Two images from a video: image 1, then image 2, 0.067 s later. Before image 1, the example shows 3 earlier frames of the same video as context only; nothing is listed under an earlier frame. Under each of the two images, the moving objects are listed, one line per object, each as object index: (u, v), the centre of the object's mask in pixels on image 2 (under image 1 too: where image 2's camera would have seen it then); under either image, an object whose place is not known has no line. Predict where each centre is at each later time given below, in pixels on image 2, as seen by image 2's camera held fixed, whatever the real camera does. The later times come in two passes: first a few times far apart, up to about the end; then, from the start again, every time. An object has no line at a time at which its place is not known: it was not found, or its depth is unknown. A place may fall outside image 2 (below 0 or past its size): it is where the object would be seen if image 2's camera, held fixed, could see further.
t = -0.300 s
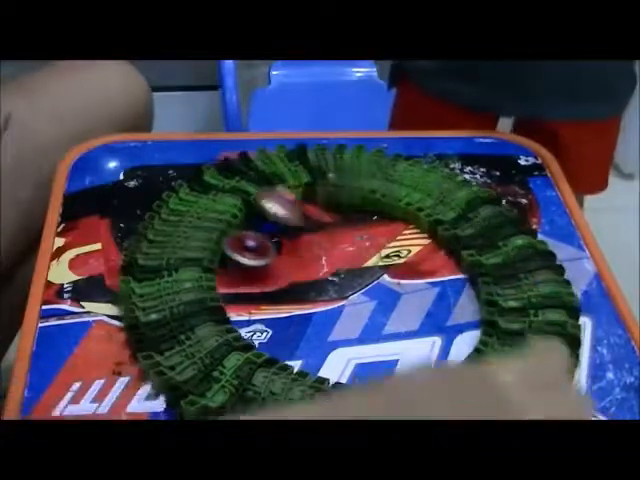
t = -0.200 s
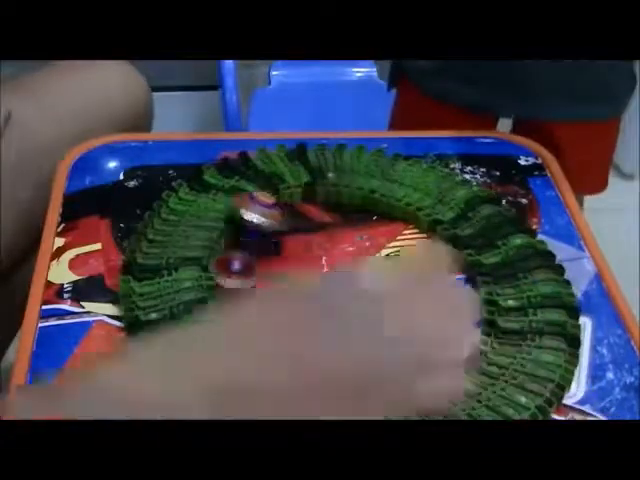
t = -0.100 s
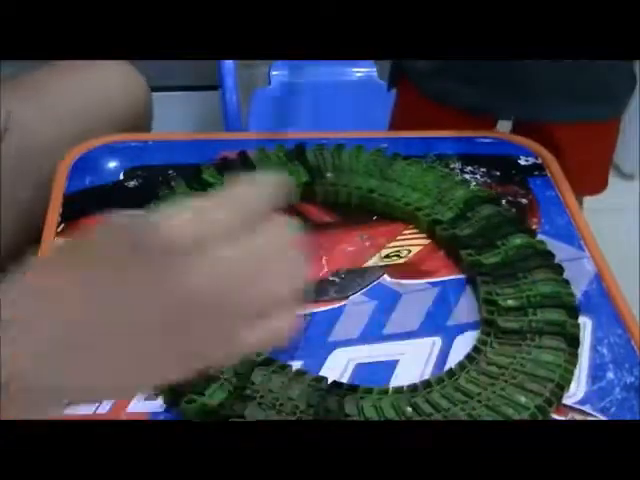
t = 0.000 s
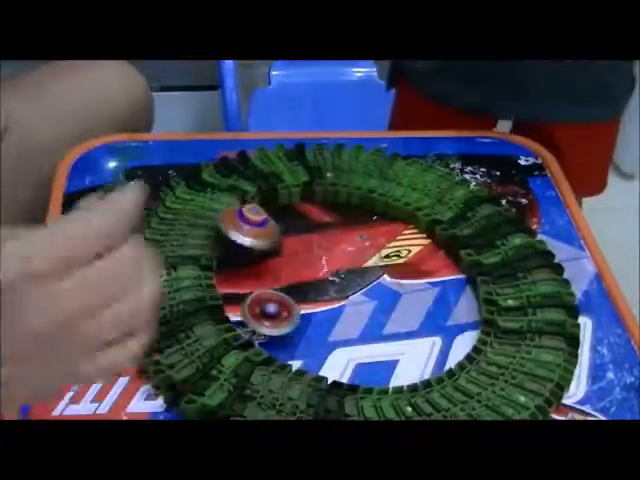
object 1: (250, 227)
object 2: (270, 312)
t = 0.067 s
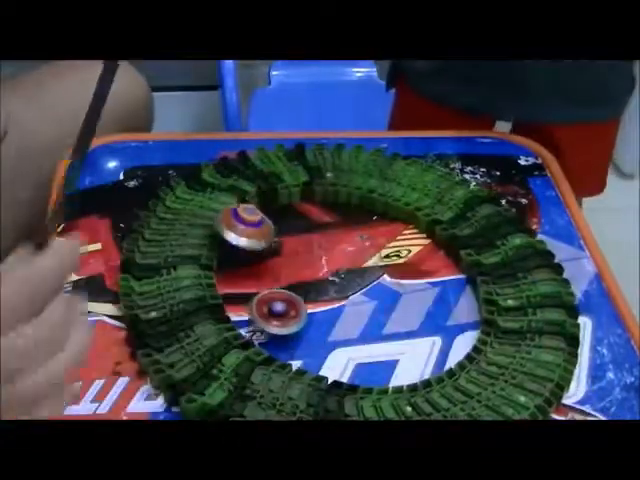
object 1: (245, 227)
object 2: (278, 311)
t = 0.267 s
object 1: (240, 227)
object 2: (305, 308)
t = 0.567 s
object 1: (290, 211)
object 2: (347, 306)
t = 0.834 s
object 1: (329, 207)
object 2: (379, 306)
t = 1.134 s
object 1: (359, 213)
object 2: (407, 311)
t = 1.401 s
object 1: (365, 239)
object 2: (418, 323)
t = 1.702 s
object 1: (327, 280)
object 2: (416, 335)
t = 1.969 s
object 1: (299, 297)
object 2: (402, 343)
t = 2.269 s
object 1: (272, 292)
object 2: (380, 341)
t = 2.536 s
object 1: (253, 270)
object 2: (365, 331)
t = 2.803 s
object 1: (248, 241)
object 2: (360, 316)
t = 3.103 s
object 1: (266, 213)
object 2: (366, 295)
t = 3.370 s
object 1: (301, 197)
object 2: (378, 278)
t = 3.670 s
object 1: (351, 191)
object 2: (393, 264)
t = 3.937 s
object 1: (389, 202)
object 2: (406, 259)
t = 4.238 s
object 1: (412, 216)
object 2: (406, 316)
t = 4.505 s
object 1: (415, 219)
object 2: (392, 362)
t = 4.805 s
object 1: (394, 234)
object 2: (397, 336)
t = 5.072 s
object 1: (349, 254)
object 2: (413, 320)
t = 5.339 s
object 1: (314, 286)
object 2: (438, 314)
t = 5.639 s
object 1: (309, 311)
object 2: (455, 313)
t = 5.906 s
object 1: (316, 311)
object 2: (440, 306)
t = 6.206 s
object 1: (344, 279)
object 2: (425, 292)
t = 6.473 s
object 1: (336, 233)
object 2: (423, 277)
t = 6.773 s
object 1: (303, 208)
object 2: (432, 263)
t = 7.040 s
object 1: (294, 205)
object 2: (435, 259)
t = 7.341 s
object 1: (301, 224)
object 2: (419, 256)
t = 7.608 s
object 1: (332, 258)
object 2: (404, 251)
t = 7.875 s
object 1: (386, 277)
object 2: (393, 242)
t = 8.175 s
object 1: (420, 280)
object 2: (389, 230)
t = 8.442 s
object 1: (419, 275)
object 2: (392, 226)
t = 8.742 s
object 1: (379, 260)
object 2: (398, 227)
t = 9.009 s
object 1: (312, 253)
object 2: (396, 231)
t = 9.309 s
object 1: (263, 266)
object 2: (382, 235)
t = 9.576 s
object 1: (268, 278)
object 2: (366, 234)
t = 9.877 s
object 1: (325, 275)
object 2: (349, 228)
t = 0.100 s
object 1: (244, 228)
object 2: (282, 311)
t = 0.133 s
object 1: (244, 230)
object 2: (286, 310)
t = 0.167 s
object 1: (243, 230)
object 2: (291, 310)
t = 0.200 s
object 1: (242, 230)
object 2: (295, 309)
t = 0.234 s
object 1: (241, 229)
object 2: (300, 309)
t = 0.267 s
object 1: (240, 227)
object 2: (305, 308)
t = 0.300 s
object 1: (239, 224)
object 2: (309, 309)
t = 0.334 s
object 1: (246, 221)
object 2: (313, 308)
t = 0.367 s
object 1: (253, 220)
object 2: (319, 308)
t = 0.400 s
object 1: (259, 217)
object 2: (324, 307)
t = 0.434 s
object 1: (266, 216)
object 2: (328, 307)
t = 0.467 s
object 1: (272, 214)
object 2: (333, 307)
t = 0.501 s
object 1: (278, 213)
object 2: (338, 307)
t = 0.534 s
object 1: (285, 212)
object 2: (342, 306)
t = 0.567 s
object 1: (290, 211)
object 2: (347, 306)
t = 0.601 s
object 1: (296, 210)
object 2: (352, 306)
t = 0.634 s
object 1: (302, 209)
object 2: (356, 305)
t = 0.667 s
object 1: (307, 209)
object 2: (359, 305)
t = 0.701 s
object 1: (312, 209)
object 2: (363, 306)
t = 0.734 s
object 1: (316, 208)
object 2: (367, 305)
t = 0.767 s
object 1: (321, 208)
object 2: (371, 305)
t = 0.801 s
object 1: (325, 207)
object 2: (375, 305)
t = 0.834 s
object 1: (329, 207)
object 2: (379, 306)
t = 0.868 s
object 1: (333, 206)
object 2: (383, 306)
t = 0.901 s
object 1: (337, 207)
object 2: (386, 306)
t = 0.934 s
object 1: (341, 207)
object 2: (389, 307)
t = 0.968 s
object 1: (344, 207)
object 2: (394, 307)
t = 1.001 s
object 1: (348, 207)
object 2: (397, 308)
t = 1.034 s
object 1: (351, 209)
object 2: (400, 308)
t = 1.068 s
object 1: (353, 210)
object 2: (402, 309)
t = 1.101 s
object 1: (356, 212)
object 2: (405, 310)
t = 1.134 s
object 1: (359, 213)
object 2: (407, 311)
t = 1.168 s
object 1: (361, 215)
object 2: (409, 313)
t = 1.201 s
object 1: (362, 217)
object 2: (411, 314)
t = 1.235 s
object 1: (364, 220)
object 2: (412, 315)
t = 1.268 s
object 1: (365, 223)
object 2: (414, 316)
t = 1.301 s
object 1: (367, 226)
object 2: (415, 318)
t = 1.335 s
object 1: (367, 230)
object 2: (416, 319)
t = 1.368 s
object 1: (367, 234)
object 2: (417, 321)
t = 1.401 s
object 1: (365, 239)
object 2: (418, 323)
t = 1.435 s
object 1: (363, 243)
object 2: (418, 324)
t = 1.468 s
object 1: (360, 248)
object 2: (419, 326)
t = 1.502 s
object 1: (355, 253)
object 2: (418, 327)
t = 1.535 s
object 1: (352, 257)
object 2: (418, 328)
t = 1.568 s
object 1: (349, 262)
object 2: (418, 330)
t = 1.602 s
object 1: (344, 267)
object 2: (418, 332)
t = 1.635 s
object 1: (339, 272)
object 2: (417, 333)
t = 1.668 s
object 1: (333, 277)
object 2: (417, 334)
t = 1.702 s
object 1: (327, 280)
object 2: (416, 335)
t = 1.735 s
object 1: (322, 284)
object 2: (414, 336)
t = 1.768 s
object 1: (319, 288)
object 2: (413, 338)
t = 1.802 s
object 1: (317, 289)
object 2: (412, 339)
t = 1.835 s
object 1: (312, 292)
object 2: (411, 340)
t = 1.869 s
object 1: (308, 294)
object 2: (408, 341)
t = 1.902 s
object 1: (304, 296)
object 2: (407, 341)
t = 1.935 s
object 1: (302, 297)
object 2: (405, 342)
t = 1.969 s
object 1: (299, 297)
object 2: (402, 343)
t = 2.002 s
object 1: (294, 298)
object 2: (400, 343)
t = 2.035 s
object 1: (291, 299)
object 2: (398, 344)
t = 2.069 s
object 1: (288, 298)
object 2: (395, 344)
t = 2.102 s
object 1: (285, 298)
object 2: (393, 344)
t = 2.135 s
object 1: (282, 297)
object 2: (390, 344)
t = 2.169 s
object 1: (280, 297)
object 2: (387, 343)
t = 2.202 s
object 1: (277, 296)
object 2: (385, 343)
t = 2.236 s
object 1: (274, 293)
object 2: (382, 342)
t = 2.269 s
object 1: (272, 292)
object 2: (380, 341)
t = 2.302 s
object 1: (268, 290)
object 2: (377, 341)
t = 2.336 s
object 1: (266, 287)
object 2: (375, 341)
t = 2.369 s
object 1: (263, 285)
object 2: (373, 339)
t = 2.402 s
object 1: (261, 282)
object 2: (371, 338)
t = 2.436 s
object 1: (259, 280)
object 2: (369, 336)
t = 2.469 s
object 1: (257, 277)
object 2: (367, 335)
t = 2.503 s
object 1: (255, 273)
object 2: (365, 333)
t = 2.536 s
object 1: (253, 270)
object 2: (365, 331)
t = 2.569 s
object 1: (252, 267)
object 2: (363, 330)
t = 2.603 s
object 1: (250, 263)
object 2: (362, 328)
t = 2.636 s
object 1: (248, 259)
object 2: (362, 326)
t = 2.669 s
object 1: (247, 255)
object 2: (361, 324)
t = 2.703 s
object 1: (247, 251)
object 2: (361, 322)
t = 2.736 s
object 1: (248, 248)
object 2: (360, 320)
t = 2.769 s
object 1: (248, 244)
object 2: (360, 318)
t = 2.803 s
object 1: (248, 241)
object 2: (360, 316)
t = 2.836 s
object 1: (249, 237)
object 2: (360, 315)
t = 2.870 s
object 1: (249, 234)
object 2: (360, 313)
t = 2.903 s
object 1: (251, 231)
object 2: (361, 309)
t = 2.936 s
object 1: (253, 228)
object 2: (361, 307)
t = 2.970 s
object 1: (255, 224)
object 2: (362, 306)
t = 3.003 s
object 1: (257, 222)
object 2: (363, 302)
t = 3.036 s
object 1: (260, 218)
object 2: (364, 300)
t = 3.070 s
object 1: (262, 216)
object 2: (365, 298)
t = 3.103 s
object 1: (266, 213)
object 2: (366, 295)
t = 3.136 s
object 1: (269, 211)
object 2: (368, 293)
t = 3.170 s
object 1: (273, 209)
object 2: (370, 289)
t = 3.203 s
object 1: (276, 207)
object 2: (371, 287)
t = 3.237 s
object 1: (282, 204)
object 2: (373, 286)
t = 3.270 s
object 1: (287, 202)
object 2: (374, 283)
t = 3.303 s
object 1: (292, 201)
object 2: (376, 281)
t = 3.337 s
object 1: (295, 199)
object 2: (377, 280)
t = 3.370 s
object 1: (301, 197)
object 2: (378, 278)
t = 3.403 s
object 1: (307, 195)
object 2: (379, 276)
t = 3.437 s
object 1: (312, 194)
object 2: (381, 274)
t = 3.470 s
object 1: (319, 192)
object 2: (384, 272)
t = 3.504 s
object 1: (324, 191)
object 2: (385, 271)
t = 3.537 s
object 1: (330, 190)
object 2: (387, 269)
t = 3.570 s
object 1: (336, 188)
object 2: (388, 267)
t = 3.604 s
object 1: (342, 188)
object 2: (390, 266)
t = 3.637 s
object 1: (347, 190)
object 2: (391, 265)
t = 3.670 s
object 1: (351, 191)
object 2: (393, 264)
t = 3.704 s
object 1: (356, 192)
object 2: (394, 263)
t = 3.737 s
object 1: (362, 194)
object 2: (396, 262)
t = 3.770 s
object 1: (368, 195)
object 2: (398, 261)
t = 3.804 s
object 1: (374, 197)
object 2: (400, 260)
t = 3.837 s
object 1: (380, 197)
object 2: (402, 260)
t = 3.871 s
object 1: (384, 198)
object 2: (403, 260)
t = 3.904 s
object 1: (388, 200)
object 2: (405, 259)
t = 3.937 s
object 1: (389, 202)
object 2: (406, 259)
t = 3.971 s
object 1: (393, 204)
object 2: (407, 259)
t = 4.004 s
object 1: (396, 207)
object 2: (408, 259)
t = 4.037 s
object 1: (398, 209)
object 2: (410, 259)
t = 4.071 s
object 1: (401, 211)
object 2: (411, 259)
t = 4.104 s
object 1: (403, 214)
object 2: (413, 259)
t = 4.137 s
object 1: (405, 216)
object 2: (414, 260)
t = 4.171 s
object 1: (407, 216)
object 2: (415, 276)
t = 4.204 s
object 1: (408, 216)
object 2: (409, 302)
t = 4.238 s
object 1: (412, 216)
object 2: (406, 316)
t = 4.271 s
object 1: (413, 216)
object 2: (401, 329)
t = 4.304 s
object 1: (415, 216)
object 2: (398, 344)
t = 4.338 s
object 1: (415, 215)
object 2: (397, 357)
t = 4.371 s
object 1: (416, 216)
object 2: (394, 363)
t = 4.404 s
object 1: (416, 217)
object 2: (393, 365)
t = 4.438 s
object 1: (416, 218)
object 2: (392, 365)
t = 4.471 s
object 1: (416, 218)
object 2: (392, 364)
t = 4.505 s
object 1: (415, 219)
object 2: (392, 362)
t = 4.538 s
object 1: (414, 220)
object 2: (393, 357)
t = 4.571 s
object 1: (413, 221)
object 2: (394, 352)
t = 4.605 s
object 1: (412, 222)
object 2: (394, 348)
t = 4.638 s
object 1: (411, 224)
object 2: (394, 346)
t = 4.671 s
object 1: (408, 225)
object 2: (394, 344)
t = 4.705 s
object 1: (405, 227)
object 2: (394, 342)
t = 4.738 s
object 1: (401, 229)
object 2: (394, 340)
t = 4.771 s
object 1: (398, 231)
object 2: (396, 338)
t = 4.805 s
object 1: (394, 234)
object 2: (397, 336)
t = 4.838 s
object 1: (389, 236)
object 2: (399, 334)
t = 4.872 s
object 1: (384, 238)
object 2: (400, 330)
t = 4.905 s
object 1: (378, 241)
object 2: (402, 329)
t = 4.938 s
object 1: (371, 242)
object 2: (404, 327)
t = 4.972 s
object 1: (367, 245)
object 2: (407, 325)
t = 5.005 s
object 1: (361, 247)
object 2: (409, 324)
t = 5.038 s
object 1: (355, 250)
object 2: (412, 322)
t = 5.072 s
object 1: (349, 254)
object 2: (413, 320)
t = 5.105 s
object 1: (345, 257)
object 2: (417, 319)
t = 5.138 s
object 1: (339, 261)
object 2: (420, 318)
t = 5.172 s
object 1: (334, 265)
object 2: (422, 317)
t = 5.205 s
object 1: (329, 269)
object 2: (425, 316)
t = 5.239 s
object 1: (325, 272)
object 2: (427, 315)
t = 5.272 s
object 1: (321, 278)
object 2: (430, 314)
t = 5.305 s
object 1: (317, 282)
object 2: (434, 314)
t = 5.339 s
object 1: (314, 286)
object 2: (438, 314)
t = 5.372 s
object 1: (312, 290)
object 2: (440, 314)
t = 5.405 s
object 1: (310, 295)
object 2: (444, 315)
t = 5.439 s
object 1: (310, 298)
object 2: (448, 315)
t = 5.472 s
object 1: (310, 301)
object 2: (450, 315)
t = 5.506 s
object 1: (309, 304)
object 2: (451, 315)
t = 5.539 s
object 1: (309, 306)
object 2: (452, 315)
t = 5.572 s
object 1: (308, 309)
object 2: (453, 314)
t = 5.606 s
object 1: (309, 310)
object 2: (454, 314)
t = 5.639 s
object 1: (309, 311)
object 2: (455, 313)
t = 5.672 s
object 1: (309, 312)
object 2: (455, 312)
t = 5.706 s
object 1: (309, 312)
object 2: (455, 311)
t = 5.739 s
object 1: (309, 313)
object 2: (453, 310)
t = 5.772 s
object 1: (310, 313)
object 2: (450, 309)
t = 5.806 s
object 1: (312, 313)
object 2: (448, 308)
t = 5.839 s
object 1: (313, 312)
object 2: (446, 308)
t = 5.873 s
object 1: (315, 311)
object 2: (442, 307)
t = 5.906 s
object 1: (316, 311)
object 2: (440, 306)
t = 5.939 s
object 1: (319, 309)
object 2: (438, 304)
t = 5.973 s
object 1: (323, 307)
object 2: (435, 303)
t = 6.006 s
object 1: (326, 303)
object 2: (433, 302)
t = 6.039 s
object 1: (329, 301)
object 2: (432, 301)
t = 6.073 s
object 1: (333, 297)
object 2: (431, 299)
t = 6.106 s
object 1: (337, 293)
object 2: (429, 297)
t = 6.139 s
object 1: (340, 288)
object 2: (427, 296)
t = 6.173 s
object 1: (342, 284)
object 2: (426, 294)
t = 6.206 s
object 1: (344, 279)
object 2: (425, 292)
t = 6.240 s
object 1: (346, 272)
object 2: (424, 290)
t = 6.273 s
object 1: (346, 267)
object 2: (424, 289)
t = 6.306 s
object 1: (345, 261)
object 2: (424, 287)
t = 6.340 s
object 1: (344, 256)
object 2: (424, 286)
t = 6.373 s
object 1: (344, 250)
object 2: (423, 283)
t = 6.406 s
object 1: (341, 244)
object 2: (423, 281)
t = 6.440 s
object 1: (338, 238)
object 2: (423, 278)
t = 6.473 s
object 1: (336, 233)
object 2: (423, 277)
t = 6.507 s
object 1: (332, 228)
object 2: (423, 275)
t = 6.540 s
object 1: (328, 223)
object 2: (423, 273)
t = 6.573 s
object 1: (322, 219)
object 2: (425, 272)
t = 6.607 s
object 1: (317, 216)
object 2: (426, 269)
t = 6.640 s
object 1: (314, 214)
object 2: (427, 267)
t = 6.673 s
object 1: (311, 212)
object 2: (428, 266)
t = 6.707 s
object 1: (307, 210)
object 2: (429, 265)
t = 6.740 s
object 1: (304, 208)
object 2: (431, 264)
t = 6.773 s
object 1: (303, 208)
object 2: (432, 263)
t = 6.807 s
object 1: (301, 206)
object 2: (434, 262)
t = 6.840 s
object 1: (299, 205)
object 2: (435, 261)
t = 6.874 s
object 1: (298, 205)
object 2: (435, 260)
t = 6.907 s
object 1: (296, 204)
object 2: (435, 260)
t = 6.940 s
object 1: (296, 204)
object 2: (435, 260)
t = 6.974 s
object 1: (295, 204)
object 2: (435, 259)
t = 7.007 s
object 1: (295, 205)
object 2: (435, 259)
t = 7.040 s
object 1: (294, 205)
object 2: (435, 259)
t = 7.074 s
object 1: (295, 206)
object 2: (434, 258)
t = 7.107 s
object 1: (295, 207)
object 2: (432, 257)
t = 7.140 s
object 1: (295, 208)
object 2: (431, 258)
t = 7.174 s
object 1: (295, 210)
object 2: (430, 257)
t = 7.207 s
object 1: (296, 212)
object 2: (427, 258)
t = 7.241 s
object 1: (296, 214)
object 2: (426, 257)
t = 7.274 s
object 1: (298, 217)
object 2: (424, 257)
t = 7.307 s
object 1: (300, 221)
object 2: (421, 256)
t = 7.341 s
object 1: (301, 224)
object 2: (419, 256)
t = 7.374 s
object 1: (303, 227)
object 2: (418, 255)
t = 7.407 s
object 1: (305, 232)
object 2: (416, 255)
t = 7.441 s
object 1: (307, 237)
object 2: (412, 255)
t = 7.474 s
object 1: (310, 241)
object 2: (411, 254)
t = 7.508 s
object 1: (314, 246)
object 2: (409, 253)
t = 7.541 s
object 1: (318, 251)
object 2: (406, 253)
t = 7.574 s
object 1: (326, 255)
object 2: (404, 252)
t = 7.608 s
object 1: (332, 258)
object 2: (404, 251)
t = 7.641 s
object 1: (339, 262)
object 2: (403, 250)
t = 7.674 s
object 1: (347, 265)
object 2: (401, 249)
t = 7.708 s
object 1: (353, 268)
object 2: (399, 248)
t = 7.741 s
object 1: (358, 271)
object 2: (397, 246)
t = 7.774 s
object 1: (366, 273)
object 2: (397, 245)
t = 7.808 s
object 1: (373, 276)
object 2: (396, 244)
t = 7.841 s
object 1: (378, 277)
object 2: (395, 243)
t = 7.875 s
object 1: (386, 277)
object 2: (393, 242)
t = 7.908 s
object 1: (393, 278)
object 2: (392, 240)
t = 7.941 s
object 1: (399, 278)
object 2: (391, 238)
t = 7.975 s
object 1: (402, 278)
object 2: (390, 237)
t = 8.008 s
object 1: (407, 279)
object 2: (389, 235)
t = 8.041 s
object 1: (412, 280)
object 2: (389, 234)
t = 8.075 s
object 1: (415, 280)
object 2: (388, 233)
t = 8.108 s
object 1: (416, 279)
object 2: (388, 232)
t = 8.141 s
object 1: (418, 280)
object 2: (388, 232)
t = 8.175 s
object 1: (420, 280)
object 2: (389, 230)
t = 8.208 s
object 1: (421, 279)
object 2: (389, 230)
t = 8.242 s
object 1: (421, 279)
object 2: (389, 229)
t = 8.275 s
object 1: (422, 279)
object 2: (389, 228)
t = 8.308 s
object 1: (423, 278)
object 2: (390, 227)
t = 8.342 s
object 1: (422, 278)
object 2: (390, 227)
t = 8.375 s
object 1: (421, 277)
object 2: (391, 227)
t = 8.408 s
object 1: (421, 277)
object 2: (391, 227)
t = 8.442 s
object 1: (419, 275)
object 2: (392, 226)
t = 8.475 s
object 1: (417, 275)
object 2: (393, 226)
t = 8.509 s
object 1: (416, 273)
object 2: (394, 226)
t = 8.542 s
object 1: (411, 270)
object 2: (395, 226)
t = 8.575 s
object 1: (407, 269)
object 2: (395, 226)
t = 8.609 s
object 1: (403, 269)
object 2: (396, 227)
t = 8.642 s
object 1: (399, 267)
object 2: (397, 227)
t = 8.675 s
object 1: (392, 264)
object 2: (397, 226)
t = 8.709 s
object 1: (385, 262)
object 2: (397, 226)
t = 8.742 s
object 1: (379, 260)
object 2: (398, 227)
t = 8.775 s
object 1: (369, 258)
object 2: (399, 227)
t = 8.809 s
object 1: (361, 256)
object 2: (399, 228)
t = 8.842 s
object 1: (354, 255)
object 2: (398, 228)
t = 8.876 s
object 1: (346, 254)
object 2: (397, 230)
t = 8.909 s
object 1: (337, 253)
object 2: (397, 230)
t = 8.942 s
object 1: (331, 253)
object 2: (397, 230)
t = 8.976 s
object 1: (320, 253)
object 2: (396, 230)
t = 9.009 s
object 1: (312, 253)
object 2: (396, 231)
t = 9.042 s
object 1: (303, 255)
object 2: (394, 231)
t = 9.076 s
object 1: (296, 255)
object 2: (393, 232)
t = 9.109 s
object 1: (288, 256)
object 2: (393, 232)
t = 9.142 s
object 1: (282, 258)
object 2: (393, 232)
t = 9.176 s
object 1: (277, 259)
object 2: (392, 232)
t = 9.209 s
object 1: (271, 260)
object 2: (388, 234)
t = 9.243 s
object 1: (267, 262)
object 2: (385, 235)
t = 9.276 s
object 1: (264, 264)
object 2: (384, 235)
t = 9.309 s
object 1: (263, 266)
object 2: (382, 235)
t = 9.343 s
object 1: (261, 267)
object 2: (380, 235)
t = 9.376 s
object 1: (260, 270)
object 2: (379, 236)
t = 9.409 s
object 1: (260, 271)
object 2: (377, 235)
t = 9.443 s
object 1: (260, 272)
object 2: (374, 235)
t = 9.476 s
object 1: (262, 274)
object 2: (372, 235)
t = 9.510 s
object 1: (263, 276)
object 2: (369, 235)
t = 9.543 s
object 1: (265, 277)
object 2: (367, 234)
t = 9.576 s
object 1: (268, 278)
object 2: (366, 234)
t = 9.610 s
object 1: (273, 279)
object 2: (361, 233)
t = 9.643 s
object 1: (276, 279)
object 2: (361, 233)
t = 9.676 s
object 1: (282, 281)
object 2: (359, 232)
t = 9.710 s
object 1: (289, 281)
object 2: (358, 232)
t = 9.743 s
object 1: (296, 280)
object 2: (354, 231)
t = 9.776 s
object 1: (303, 280)
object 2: (354, 231)
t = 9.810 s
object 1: (311, 279)
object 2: (352, 230)
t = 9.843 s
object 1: (318, 277)
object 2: (351, 229)
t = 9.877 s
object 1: (325, 275)
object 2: (349, 228)
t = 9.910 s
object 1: (332, 273)
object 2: (347, 227)
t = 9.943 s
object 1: (338, 270)
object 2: (347, 227)
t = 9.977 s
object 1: (344, 268)
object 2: (346, 226)
